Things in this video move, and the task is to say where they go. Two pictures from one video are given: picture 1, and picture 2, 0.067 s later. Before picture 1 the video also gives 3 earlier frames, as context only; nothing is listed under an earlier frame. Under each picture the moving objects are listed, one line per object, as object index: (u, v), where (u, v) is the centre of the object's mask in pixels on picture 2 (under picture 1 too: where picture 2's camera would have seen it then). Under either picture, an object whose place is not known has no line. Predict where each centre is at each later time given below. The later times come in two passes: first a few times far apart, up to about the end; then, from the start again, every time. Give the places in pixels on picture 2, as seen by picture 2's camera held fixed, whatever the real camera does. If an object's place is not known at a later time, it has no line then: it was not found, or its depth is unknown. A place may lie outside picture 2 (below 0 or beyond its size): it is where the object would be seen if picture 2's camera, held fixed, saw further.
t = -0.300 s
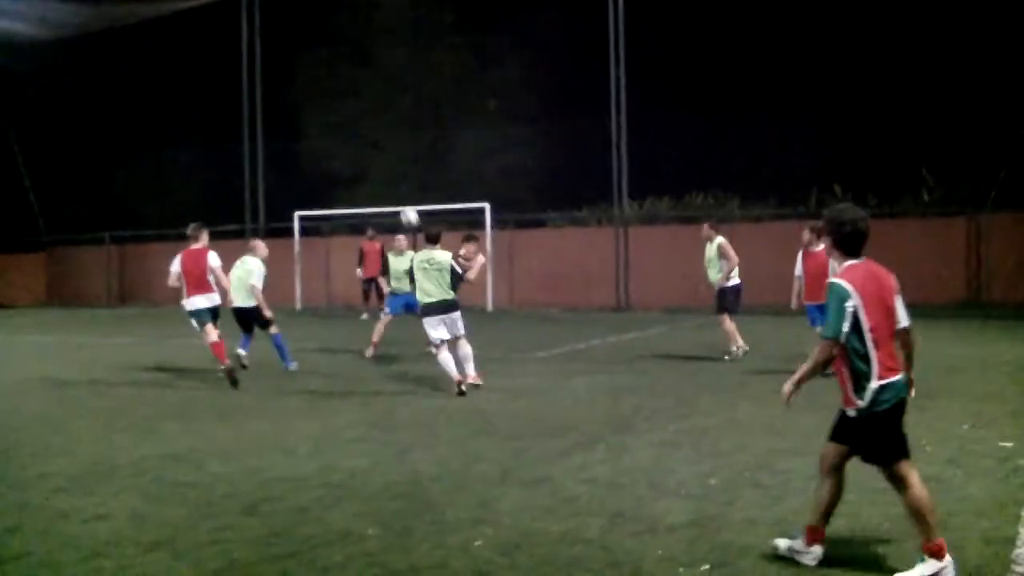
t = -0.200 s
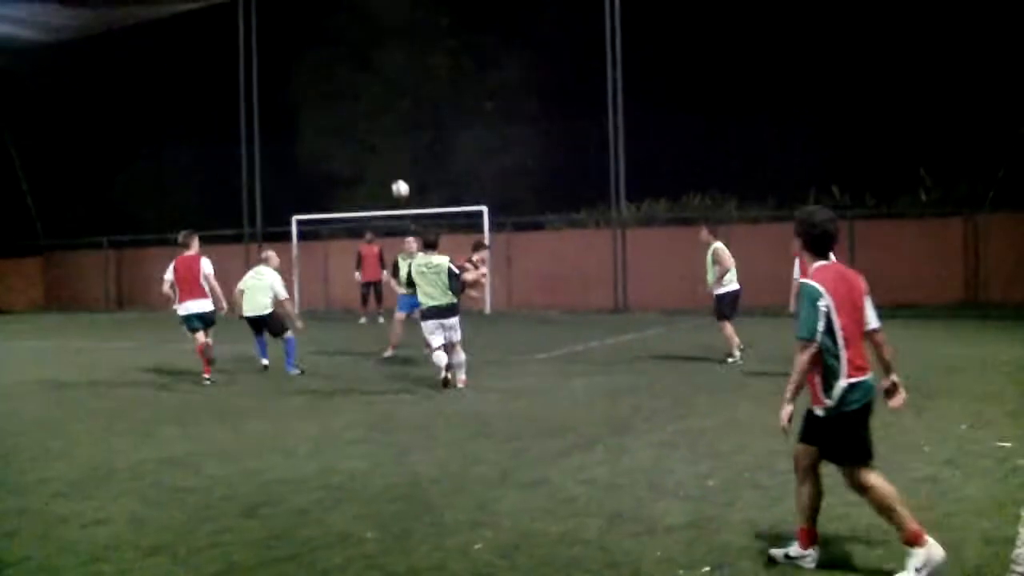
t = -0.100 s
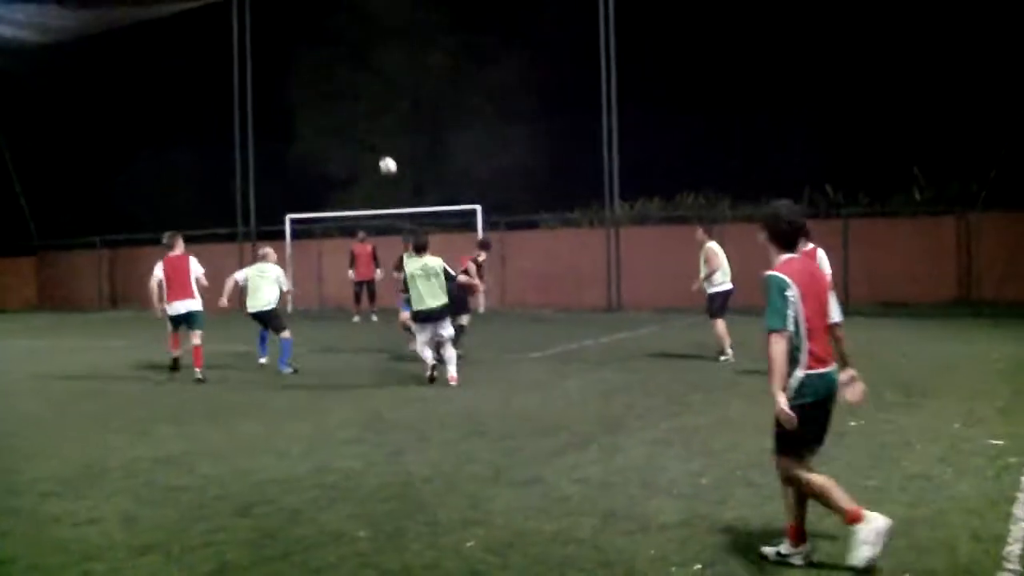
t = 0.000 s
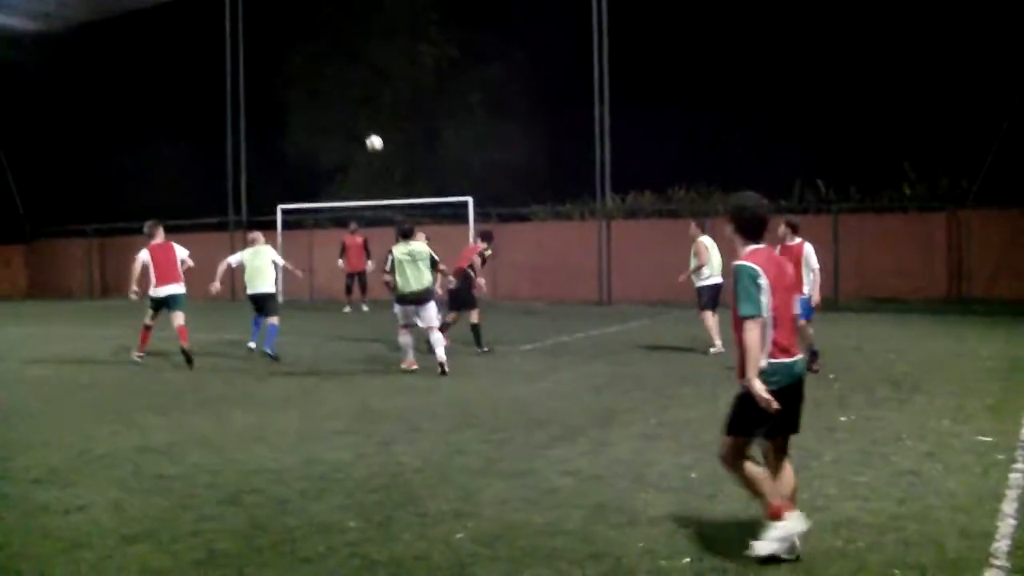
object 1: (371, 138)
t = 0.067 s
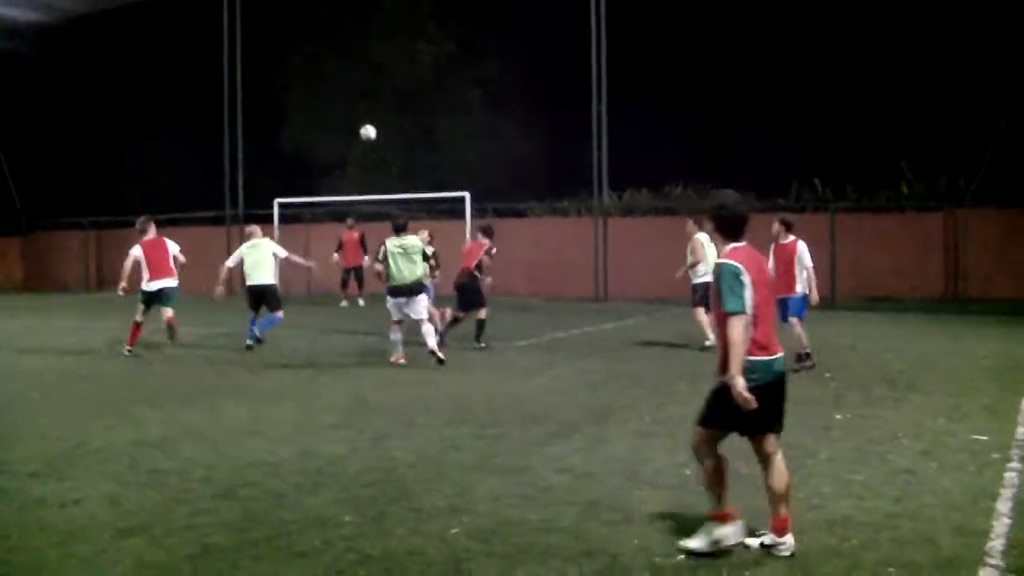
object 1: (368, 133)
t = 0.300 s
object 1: (357, 140)
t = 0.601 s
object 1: (345, 201)
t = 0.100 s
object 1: (366, 131)
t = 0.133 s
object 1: (365, 131)
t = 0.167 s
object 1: (363, 132)
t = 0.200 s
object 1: (362, 132)
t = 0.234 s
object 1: (360, 134)
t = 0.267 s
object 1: (358, 137)
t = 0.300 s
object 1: (357, 140)
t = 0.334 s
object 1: (355, 145)
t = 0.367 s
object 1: (353, 149)
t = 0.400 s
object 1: (352, 155)
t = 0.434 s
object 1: (350, 161)
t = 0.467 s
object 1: (349, 168)
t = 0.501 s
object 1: (348, 175)
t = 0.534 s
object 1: (346, 183)
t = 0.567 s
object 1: (345, 191)
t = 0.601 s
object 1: (345, 201)
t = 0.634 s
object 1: (343, 211)
